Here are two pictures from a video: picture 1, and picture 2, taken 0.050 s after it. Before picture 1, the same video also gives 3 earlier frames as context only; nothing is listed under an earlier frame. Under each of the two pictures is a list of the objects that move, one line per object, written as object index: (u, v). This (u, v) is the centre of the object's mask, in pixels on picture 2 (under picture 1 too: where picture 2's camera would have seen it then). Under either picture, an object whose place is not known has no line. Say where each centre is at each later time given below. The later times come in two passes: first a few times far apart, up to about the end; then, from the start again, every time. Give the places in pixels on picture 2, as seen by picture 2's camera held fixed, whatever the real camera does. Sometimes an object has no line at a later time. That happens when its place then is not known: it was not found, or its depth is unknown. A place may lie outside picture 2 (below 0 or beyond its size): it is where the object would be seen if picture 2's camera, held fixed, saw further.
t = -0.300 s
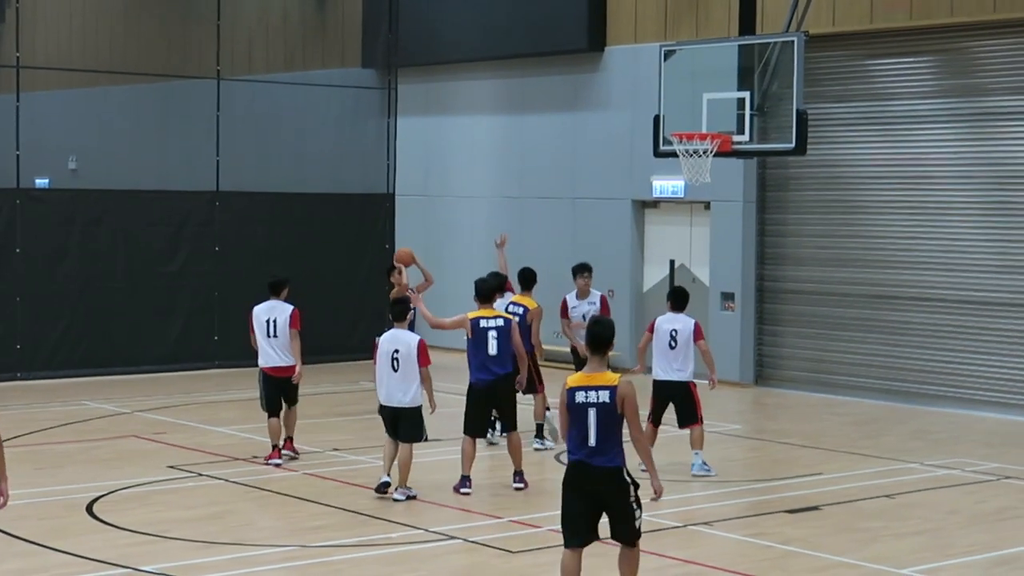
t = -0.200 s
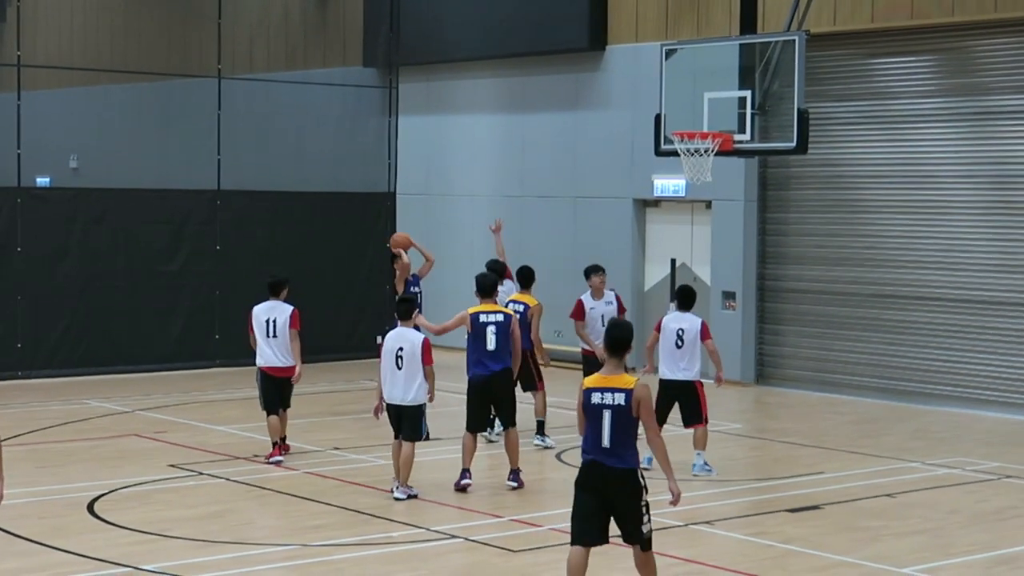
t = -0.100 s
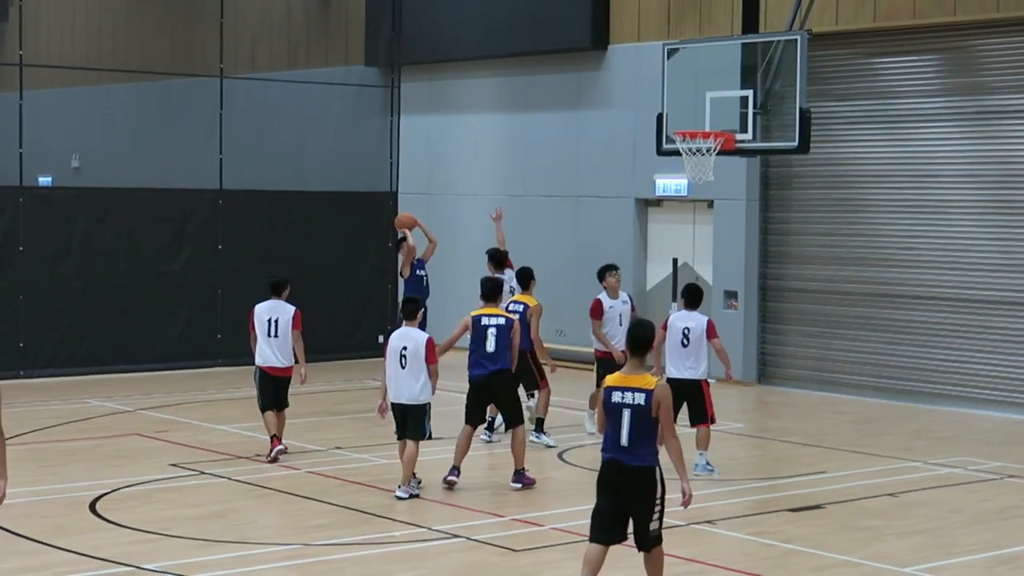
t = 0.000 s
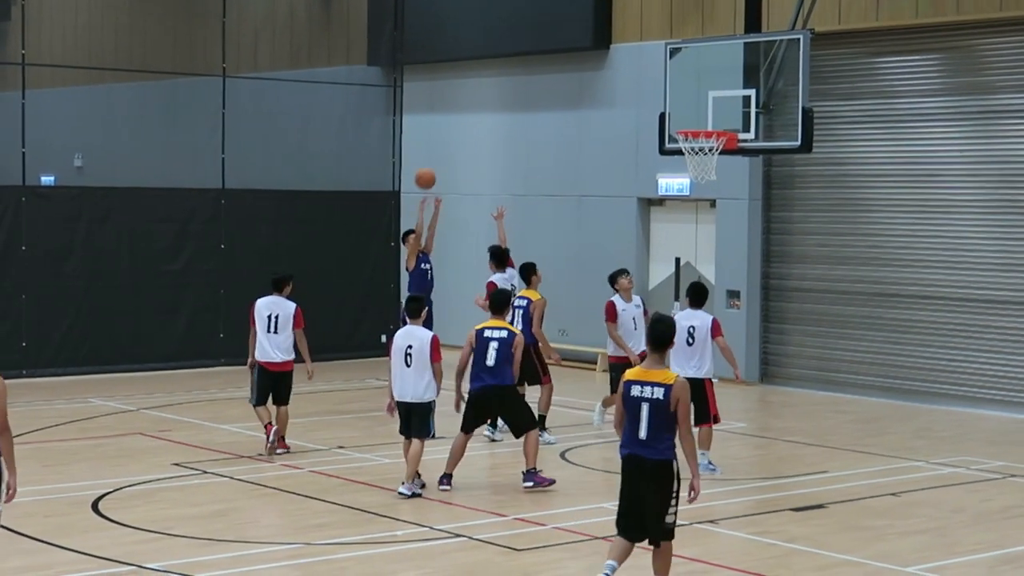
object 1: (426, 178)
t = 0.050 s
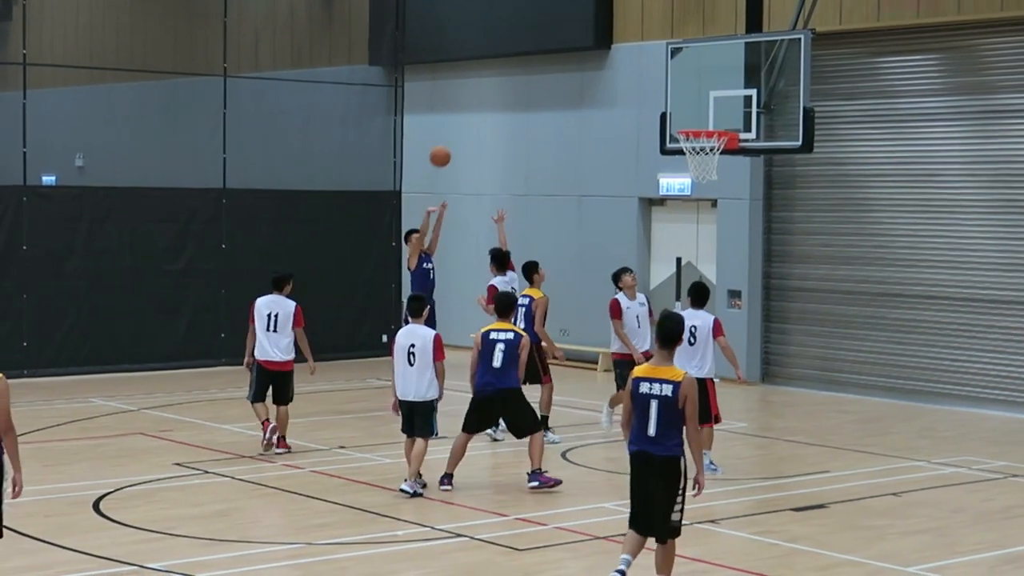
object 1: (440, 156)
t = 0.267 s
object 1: (501, 82)
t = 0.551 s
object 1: (586, 45)
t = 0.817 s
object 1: (673, 82)
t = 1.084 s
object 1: (707, 146)
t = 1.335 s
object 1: (713, 198)
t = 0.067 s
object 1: (444, 150)
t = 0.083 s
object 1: (449, 143)
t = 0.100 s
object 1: (453, 136)
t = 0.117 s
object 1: (458, 130)
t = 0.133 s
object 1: (463, 123)
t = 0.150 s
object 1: (468, 117)
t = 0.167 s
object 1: (472, 112)
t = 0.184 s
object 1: (477, 106)
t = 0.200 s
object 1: (481, 101)
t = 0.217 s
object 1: (487, 96)
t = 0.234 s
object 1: (491, 91)
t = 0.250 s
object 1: (496, 86)
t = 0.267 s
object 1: (501, 82)
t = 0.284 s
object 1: (506, 78)
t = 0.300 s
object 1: (510, 74)
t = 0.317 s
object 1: (515, 70)
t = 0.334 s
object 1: (520, 67)
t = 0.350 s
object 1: (525, 64)
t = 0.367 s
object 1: (530, 60)
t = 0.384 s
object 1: (535, 58)
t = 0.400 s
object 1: (540, 55)
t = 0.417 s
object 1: (545, 53)
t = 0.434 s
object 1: (550, 52)
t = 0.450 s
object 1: (554, 50)
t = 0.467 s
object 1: (560, 48)
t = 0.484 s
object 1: (565, 47)
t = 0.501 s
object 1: (570, 46)
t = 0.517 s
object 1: (575, 46)
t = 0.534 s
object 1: (580, 45)
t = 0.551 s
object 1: (586, 45)
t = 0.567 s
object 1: (591, 45)
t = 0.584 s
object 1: (596, 46)
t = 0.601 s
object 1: (601, 46)
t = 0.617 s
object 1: (607, 47)
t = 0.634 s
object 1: (612, 49)
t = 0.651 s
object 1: (618, 50)
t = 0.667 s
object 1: (623, 52)
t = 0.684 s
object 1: (628, 54)
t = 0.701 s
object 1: (634, 57)
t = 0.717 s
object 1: (639, 60)
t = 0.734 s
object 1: (645, 62)
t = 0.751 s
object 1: (650, 66)
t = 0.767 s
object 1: (655, 69)
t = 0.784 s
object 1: (661, 73)
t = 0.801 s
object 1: (667, 77)
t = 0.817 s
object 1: (673, 82)
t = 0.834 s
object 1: (678, 86)
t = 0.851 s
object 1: (684, 92)
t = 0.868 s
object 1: (689, 97)
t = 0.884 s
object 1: (695, 103)
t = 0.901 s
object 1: (700, 109)
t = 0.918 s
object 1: (706, 115)
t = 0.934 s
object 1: (712, 120)
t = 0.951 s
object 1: (718, 124)
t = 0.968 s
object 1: (712, 124)
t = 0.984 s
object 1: (703, 125)
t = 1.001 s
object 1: (695, 129)
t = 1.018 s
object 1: (692, 135)
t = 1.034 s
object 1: (696, 140)
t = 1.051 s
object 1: (698, 140)
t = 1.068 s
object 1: (702, 142)
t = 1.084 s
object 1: (707, 146)
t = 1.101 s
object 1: (711, 147)
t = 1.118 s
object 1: (713, 149)
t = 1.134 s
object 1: (713, 153)
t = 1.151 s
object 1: (713, 155)
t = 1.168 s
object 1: (712, 160)
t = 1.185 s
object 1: (712, 165)
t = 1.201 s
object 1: (712, 167)
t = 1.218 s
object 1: (713, 168)
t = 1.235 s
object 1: (713, 171)
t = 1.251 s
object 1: (713, 175)
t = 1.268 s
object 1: (713, 179)
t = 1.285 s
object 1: (713, 183)
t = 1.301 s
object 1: (713, 188)
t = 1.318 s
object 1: (713, 193)
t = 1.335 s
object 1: (713, 198)
